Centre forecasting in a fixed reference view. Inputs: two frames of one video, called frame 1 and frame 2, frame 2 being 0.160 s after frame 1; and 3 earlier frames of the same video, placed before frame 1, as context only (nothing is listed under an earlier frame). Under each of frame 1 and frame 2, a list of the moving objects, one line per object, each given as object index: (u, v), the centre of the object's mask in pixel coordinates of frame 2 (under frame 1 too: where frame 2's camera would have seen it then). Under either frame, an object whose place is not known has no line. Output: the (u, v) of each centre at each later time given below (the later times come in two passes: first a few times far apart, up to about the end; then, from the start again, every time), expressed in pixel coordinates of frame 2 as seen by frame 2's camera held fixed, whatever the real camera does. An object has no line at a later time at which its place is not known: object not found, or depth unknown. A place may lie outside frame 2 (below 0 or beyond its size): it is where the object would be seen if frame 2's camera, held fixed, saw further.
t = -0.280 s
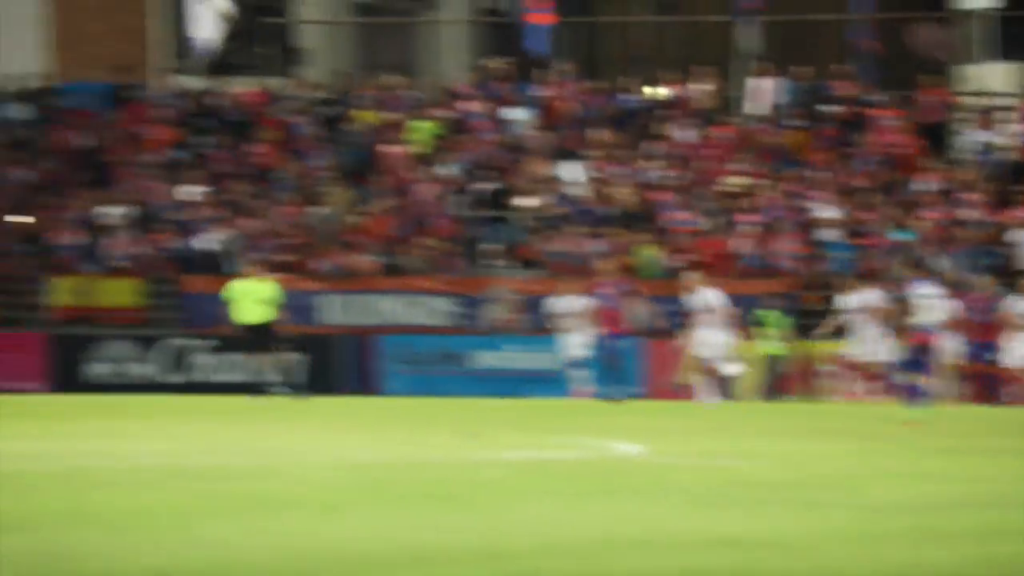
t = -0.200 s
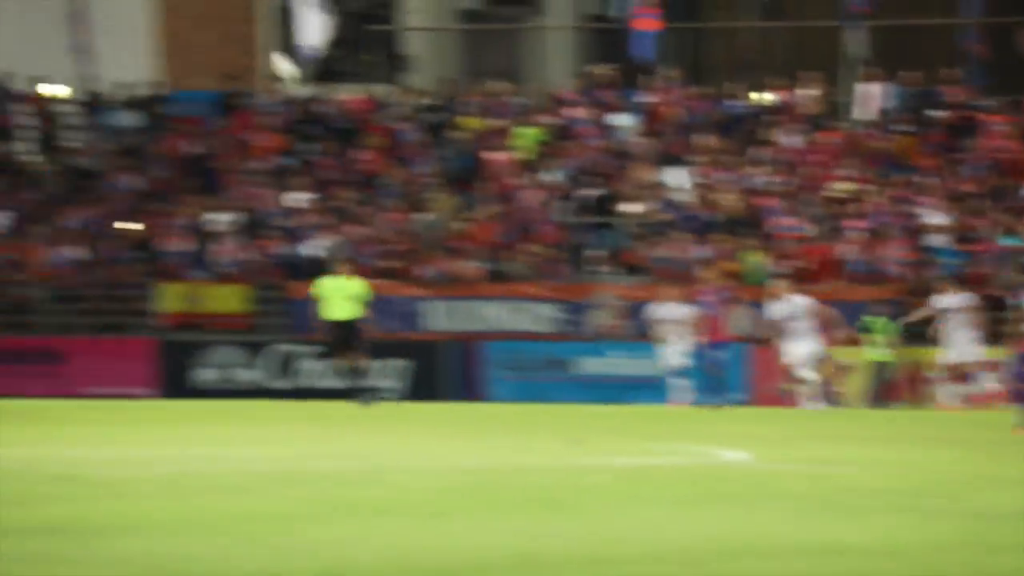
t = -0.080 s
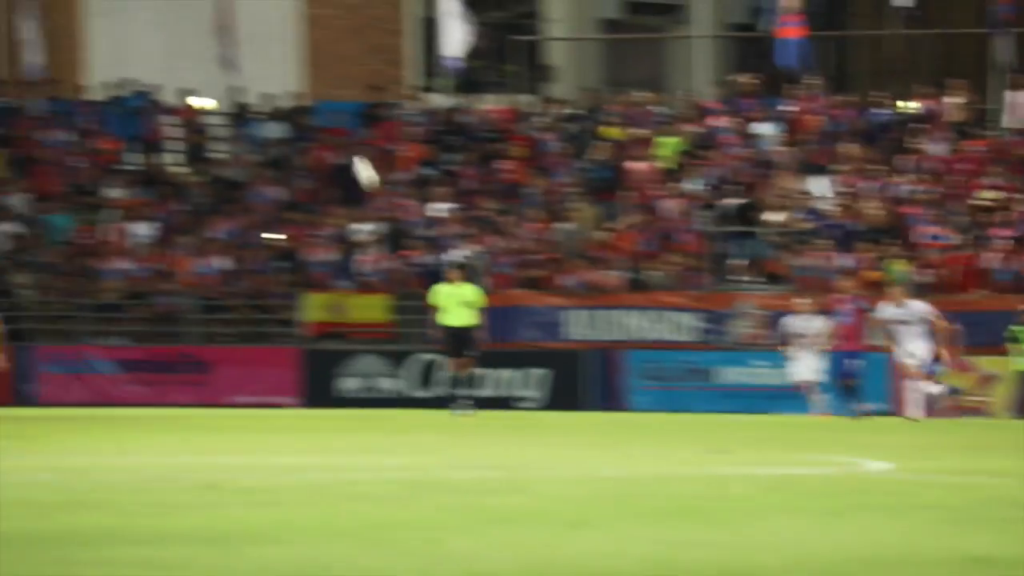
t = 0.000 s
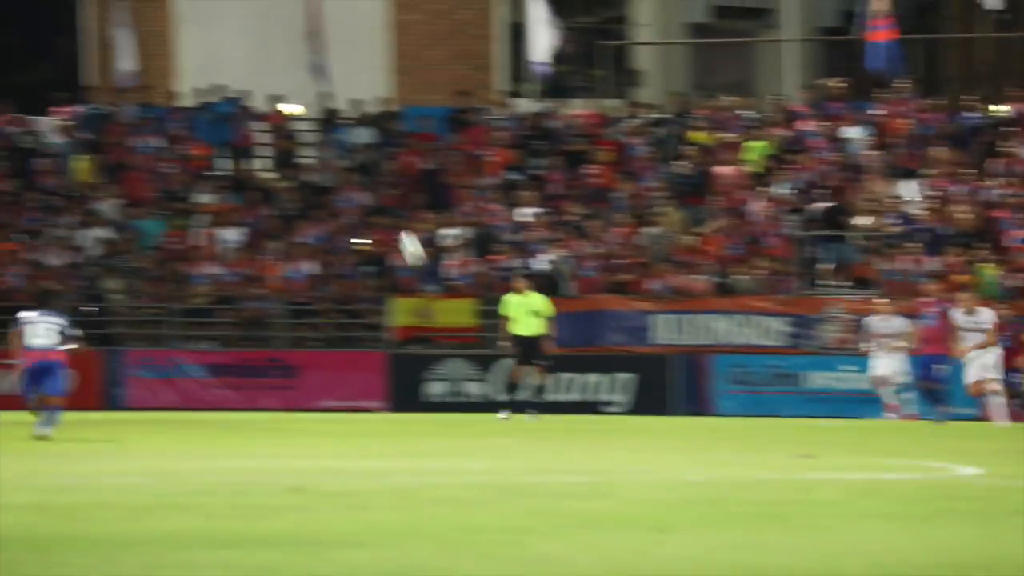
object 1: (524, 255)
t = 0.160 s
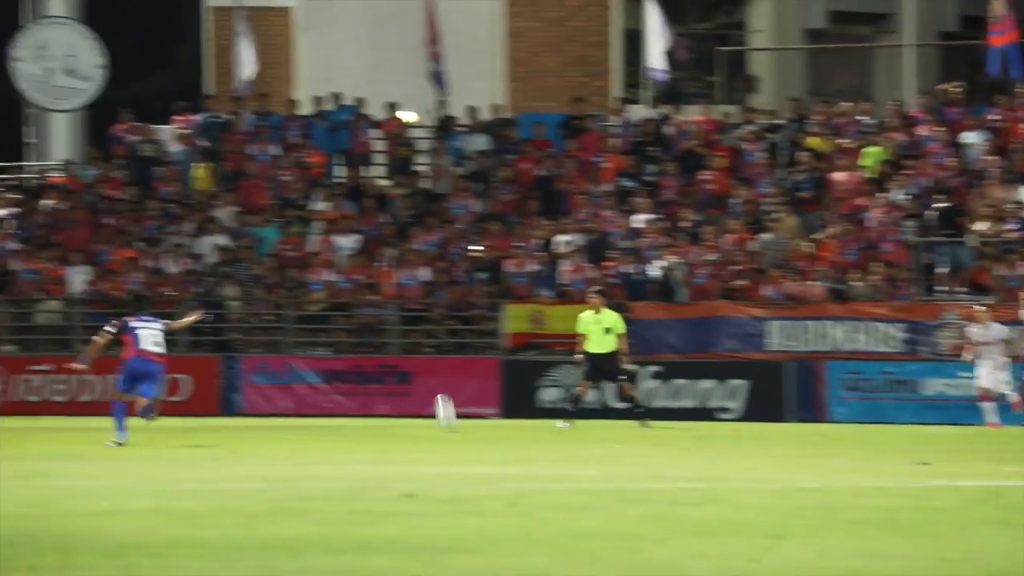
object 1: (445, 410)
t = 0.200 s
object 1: (432, 407)
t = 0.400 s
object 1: (385, 294)
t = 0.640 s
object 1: (328, 208)
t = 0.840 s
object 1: (280, 178)
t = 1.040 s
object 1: (233, 187)
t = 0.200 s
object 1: (432, 407)
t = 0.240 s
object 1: (423, 382)
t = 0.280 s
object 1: (413, 358)
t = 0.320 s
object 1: (404, 336)
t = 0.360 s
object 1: (395, 314)
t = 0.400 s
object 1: (385, 294)
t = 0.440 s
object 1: (375, 276)
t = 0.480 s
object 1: (366, 259)
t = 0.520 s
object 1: (356, 244)
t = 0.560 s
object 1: (346, 228)
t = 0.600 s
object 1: (337, 218)
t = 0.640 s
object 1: (328, 208)
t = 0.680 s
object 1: (319, 199)
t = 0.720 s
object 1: (309, 192)
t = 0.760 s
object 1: (299, 185)
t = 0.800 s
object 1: (290, 181)
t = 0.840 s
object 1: (280, 178)
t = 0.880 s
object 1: (271, 176)
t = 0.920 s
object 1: (261, 177)
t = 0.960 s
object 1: (252, 179)
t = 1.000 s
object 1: (243, 182)
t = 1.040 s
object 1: (233, 187)
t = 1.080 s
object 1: (224, 193)
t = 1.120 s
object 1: (215, 201)
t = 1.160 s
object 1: (205, 211)
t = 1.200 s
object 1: (196, 222)
